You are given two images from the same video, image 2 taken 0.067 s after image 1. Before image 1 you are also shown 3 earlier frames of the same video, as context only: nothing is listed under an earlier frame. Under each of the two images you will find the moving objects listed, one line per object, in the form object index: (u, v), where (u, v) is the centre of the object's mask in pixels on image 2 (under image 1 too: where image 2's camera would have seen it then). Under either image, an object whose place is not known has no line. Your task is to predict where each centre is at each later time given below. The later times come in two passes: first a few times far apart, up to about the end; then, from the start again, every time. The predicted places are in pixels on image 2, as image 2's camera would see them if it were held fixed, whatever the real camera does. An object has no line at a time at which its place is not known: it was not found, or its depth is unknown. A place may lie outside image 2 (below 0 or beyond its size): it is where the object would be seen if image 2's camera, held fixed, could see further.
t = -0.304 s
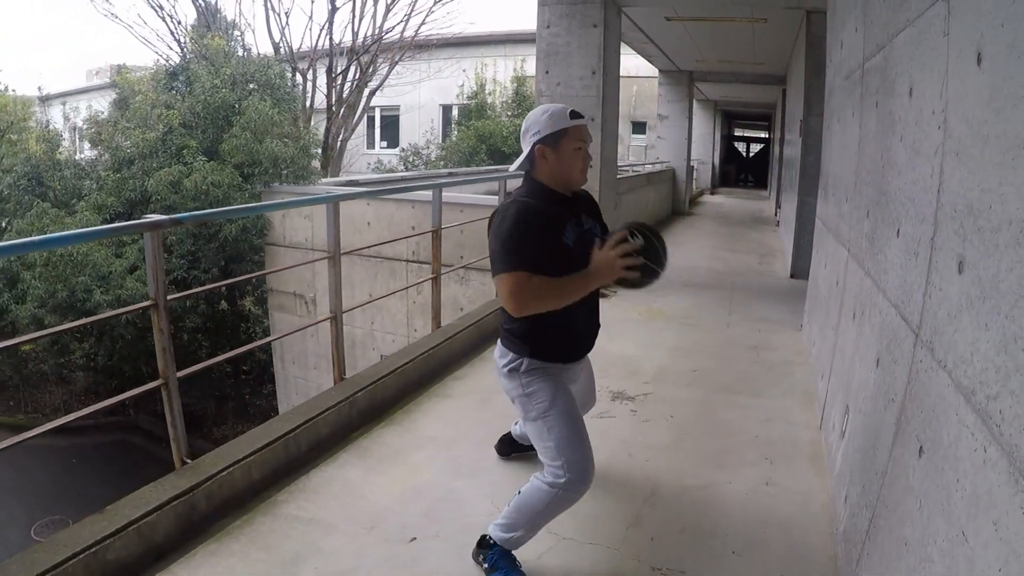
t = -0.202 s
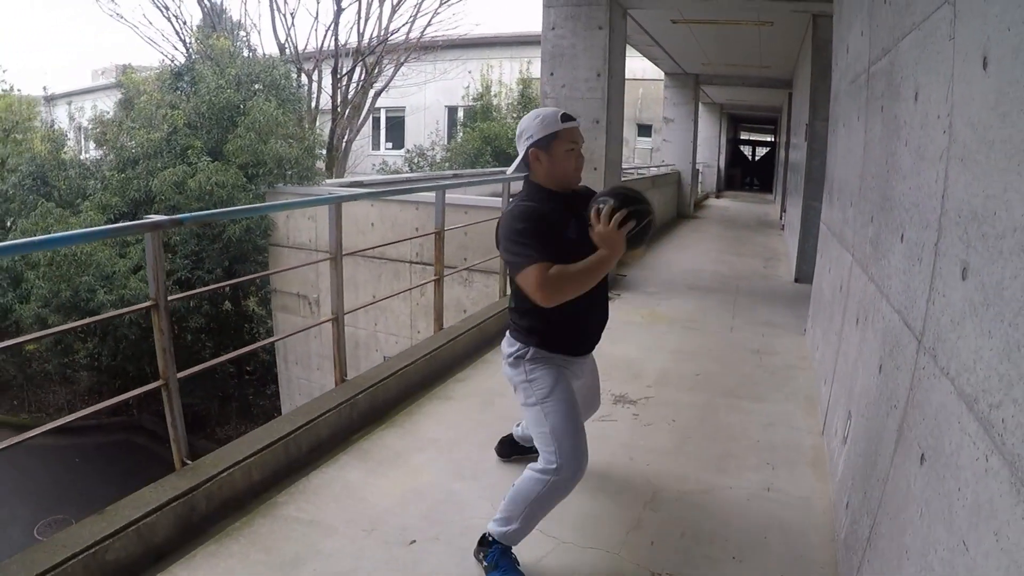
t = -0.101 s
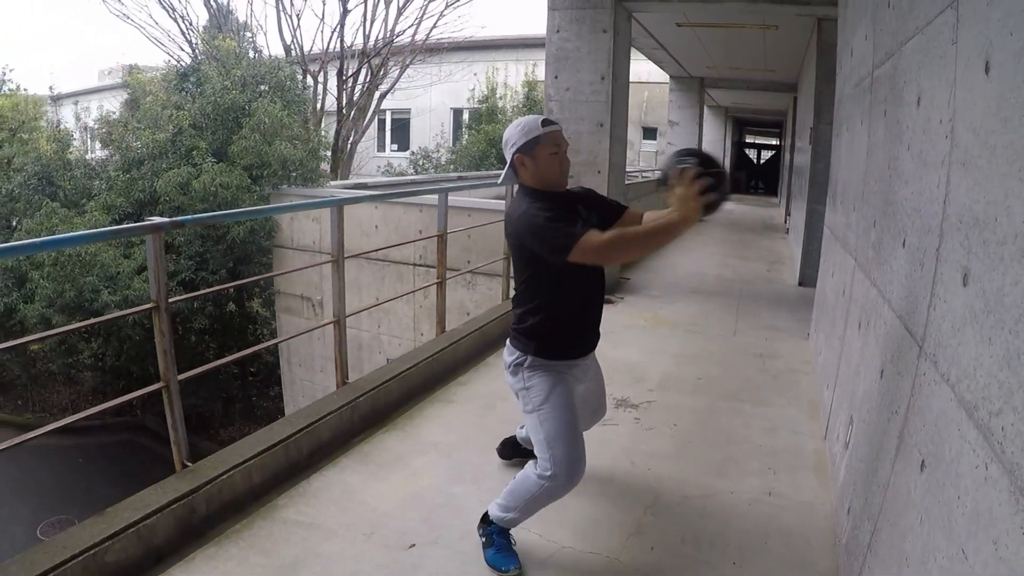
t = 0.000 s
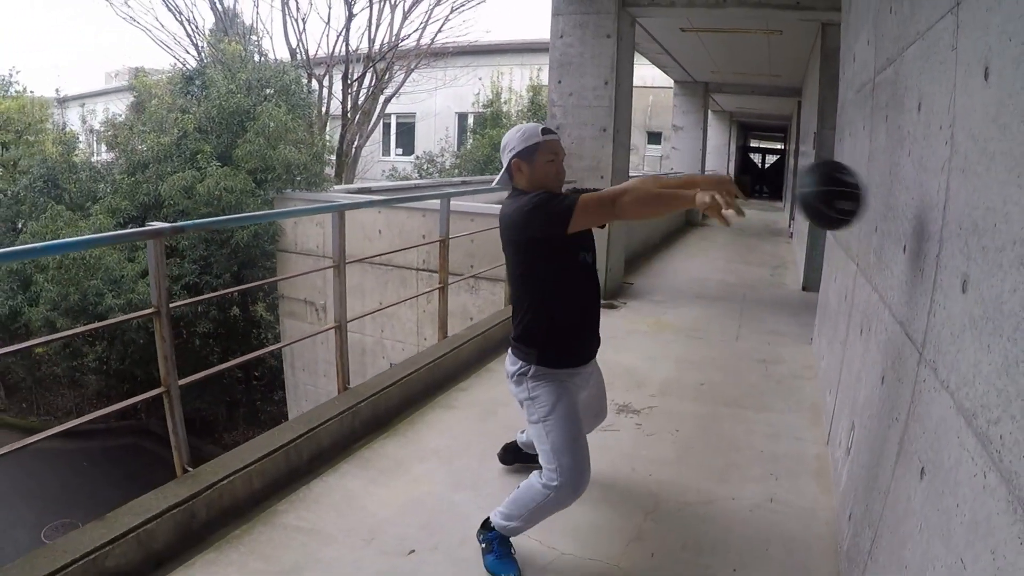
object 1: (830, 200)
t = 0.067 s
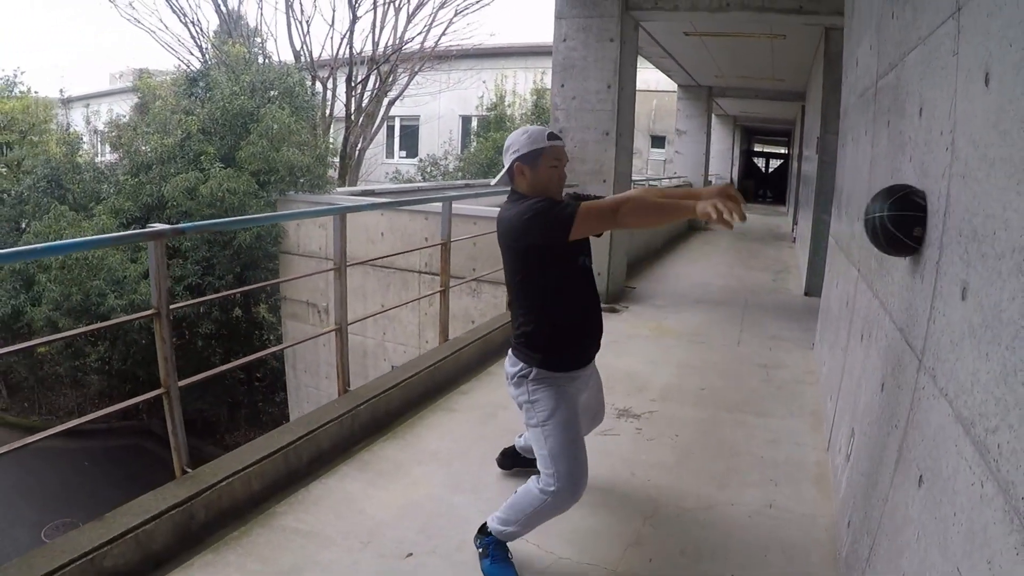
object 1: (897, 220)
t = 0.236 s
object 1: (850, 282)
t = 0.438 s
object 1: (776, 452)
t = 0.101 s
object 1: (890, 225)
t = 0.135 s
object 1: (879, 234)
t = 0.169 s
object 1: (870, 246)
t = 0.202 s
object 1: (860, 262)
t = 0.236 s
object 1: (850, 282)
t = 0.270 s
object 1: (840, 304)
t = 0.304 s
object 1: (828, 329)
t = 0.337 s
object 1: (816, 356)
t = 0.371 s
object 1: (804, 386)
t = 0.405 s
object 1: (790, 418)
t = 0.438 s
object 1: (776, 452)
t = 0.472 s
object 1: (762, 486)
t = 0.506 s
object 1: (748, 520)
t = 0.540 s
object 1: (736, 537)
